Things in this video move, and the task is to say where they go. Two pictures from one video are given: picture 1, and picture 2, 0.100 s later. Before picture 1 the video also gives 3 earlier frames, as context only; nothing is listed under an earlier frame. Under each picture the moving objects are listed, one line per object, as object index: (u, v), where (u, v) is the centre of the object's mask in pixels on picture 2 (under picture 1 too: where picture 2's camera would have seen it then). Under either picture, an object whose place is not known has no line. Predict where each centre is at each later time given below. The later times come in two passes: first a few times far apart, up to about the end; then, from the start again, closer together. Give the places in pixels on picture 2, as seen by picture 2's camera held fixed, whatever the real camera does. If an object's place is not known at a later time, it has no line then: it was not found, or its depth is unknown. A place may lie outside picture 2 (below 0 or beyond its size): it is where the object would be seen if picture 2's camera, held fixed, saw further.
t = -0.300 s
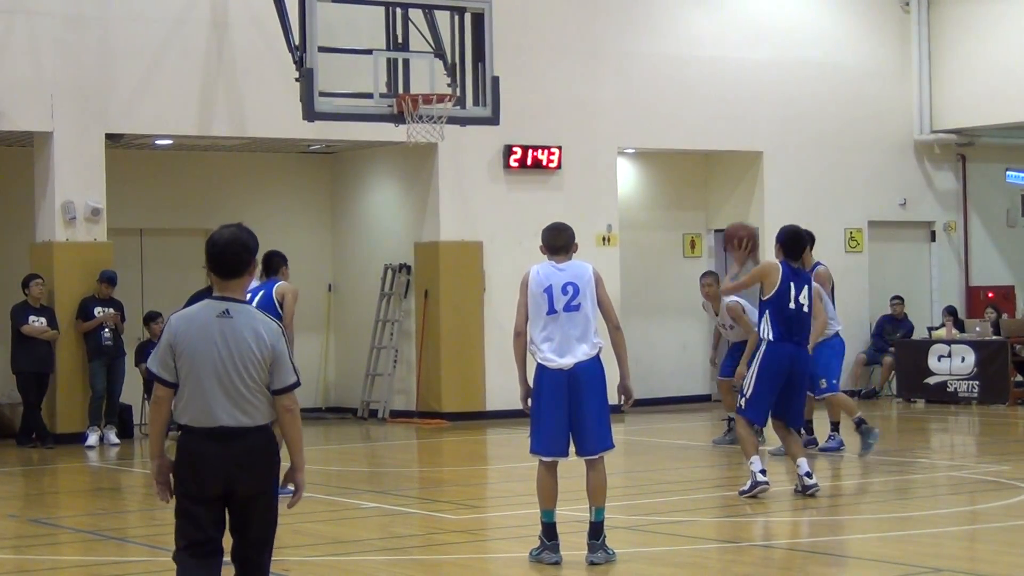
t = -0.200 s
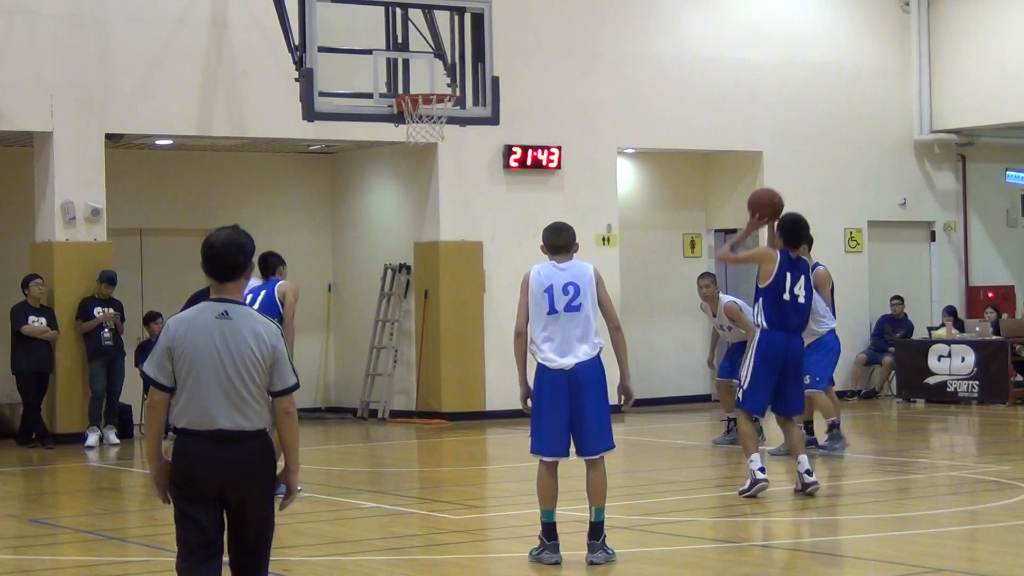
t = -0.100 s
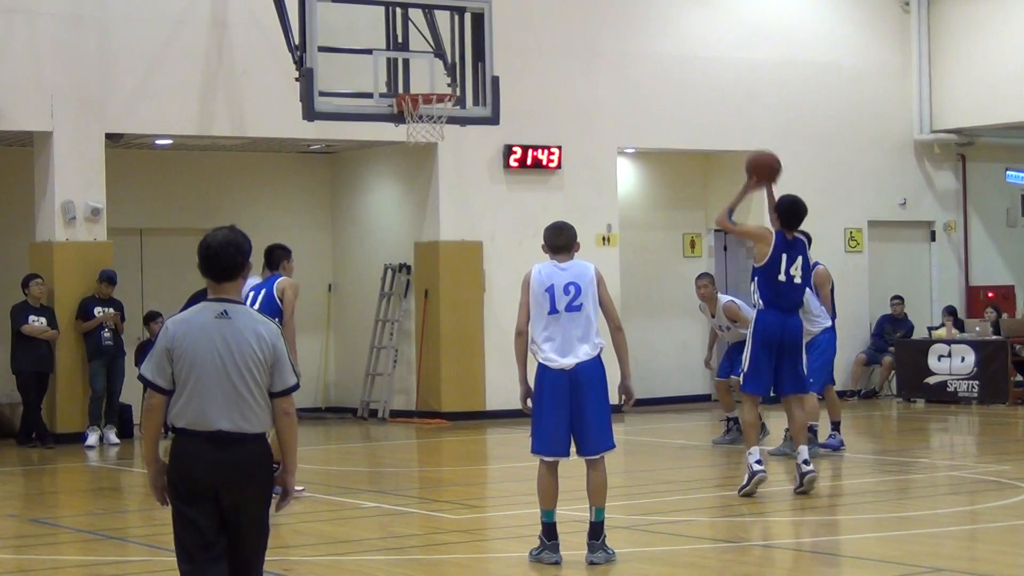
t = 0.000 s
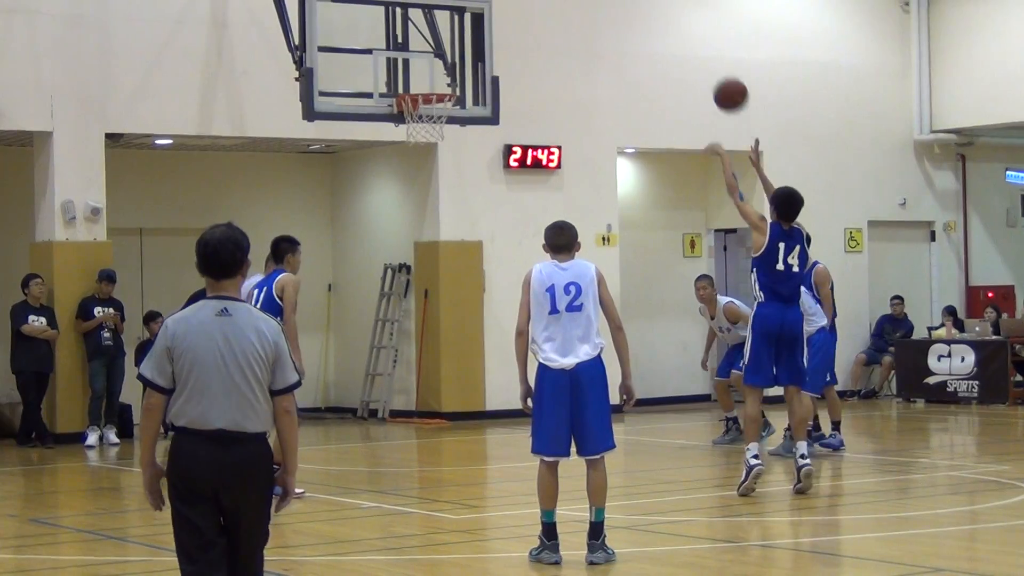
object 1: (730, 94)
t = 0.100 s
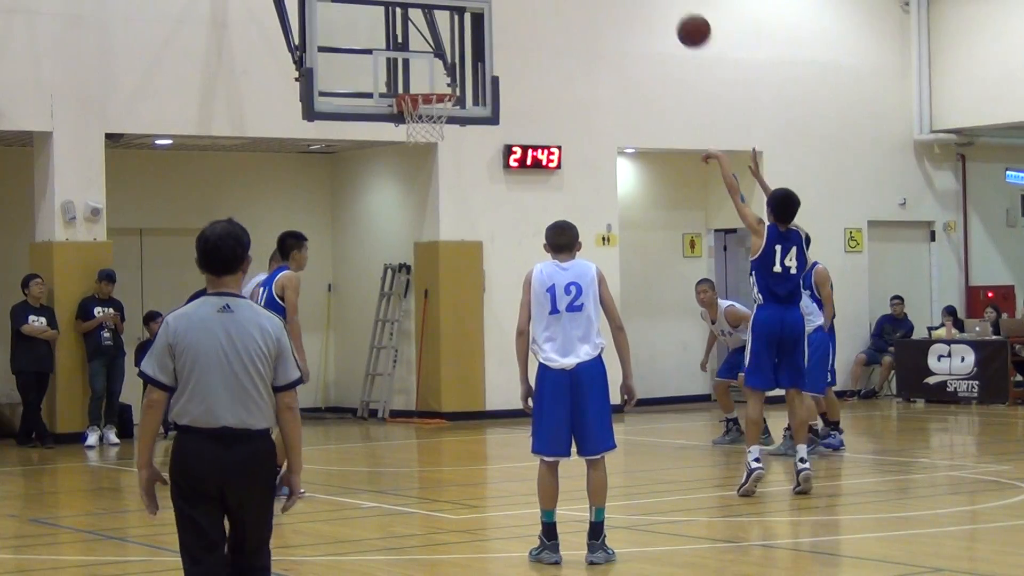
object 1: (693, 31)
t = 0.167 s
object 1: (670, 6)
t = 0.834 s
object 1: (481, 4)
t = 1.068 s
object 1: (433, 81)
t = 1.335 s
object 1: (412, 51)
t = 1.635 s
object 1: (399, 72)
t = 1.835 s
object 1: (374, 68)
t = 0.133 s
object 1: (682, 14)
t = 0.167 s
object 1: (670, 6)
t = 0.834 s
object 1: (481, 4)
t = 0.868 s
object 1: (473, 11)
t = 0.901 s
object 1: (464, 23)
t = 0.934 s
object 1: (457, 39)
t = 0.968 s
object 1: (450, 57)
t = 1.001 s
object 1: (443, 75)
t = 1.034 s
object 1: (438, 81)
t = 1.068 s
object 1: (433, 81)
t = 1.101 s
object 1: (428, 83)
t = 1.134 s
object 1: (423, 84)
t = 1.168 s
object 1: (421, 81)
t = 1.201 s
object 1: (420, 73)
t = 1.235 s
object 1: (417, 66)
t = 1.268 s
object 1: (415, 60)
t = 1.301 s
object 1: (413, 55)
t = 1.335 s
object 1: (412, 51)
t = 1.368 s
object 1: (410, 48)
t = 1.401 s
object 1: (409, 47)
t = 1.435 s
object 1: (407, 47)
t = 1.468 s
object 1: (406, 48)
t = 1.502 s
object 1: (405, 50)
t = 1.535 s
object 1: (403, 55)
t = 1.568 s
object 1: (402, 59)
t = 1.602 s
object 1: (400, 65)
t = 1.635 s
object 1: (399, 72)
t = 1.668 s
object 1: (397, 82)
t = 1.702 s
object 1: (393, 80)
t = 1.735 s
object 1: (388, 75)
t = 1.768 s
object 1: (384, 71)
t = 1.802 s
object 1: (378, 69)
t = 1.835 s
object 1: (374, 68)
